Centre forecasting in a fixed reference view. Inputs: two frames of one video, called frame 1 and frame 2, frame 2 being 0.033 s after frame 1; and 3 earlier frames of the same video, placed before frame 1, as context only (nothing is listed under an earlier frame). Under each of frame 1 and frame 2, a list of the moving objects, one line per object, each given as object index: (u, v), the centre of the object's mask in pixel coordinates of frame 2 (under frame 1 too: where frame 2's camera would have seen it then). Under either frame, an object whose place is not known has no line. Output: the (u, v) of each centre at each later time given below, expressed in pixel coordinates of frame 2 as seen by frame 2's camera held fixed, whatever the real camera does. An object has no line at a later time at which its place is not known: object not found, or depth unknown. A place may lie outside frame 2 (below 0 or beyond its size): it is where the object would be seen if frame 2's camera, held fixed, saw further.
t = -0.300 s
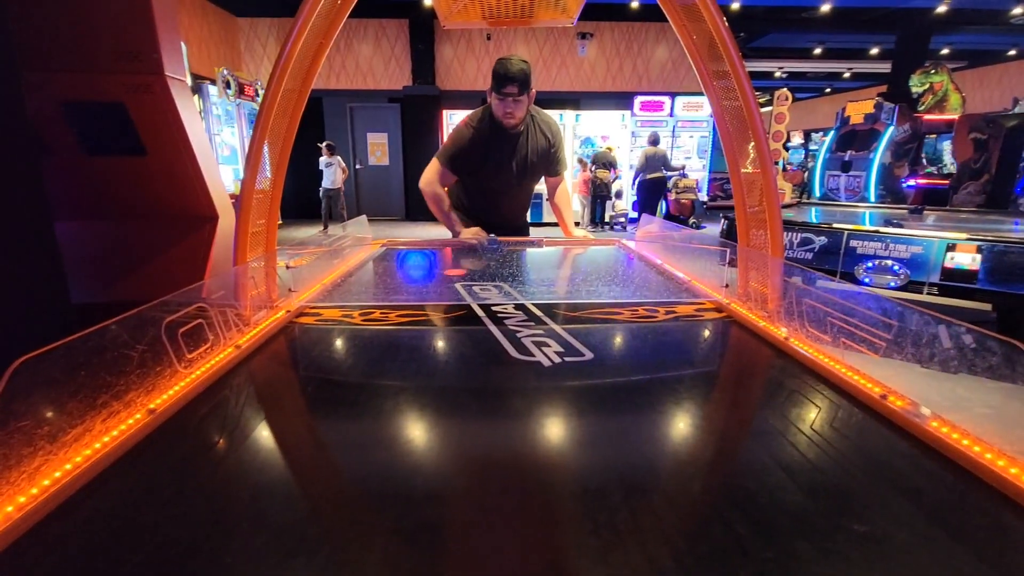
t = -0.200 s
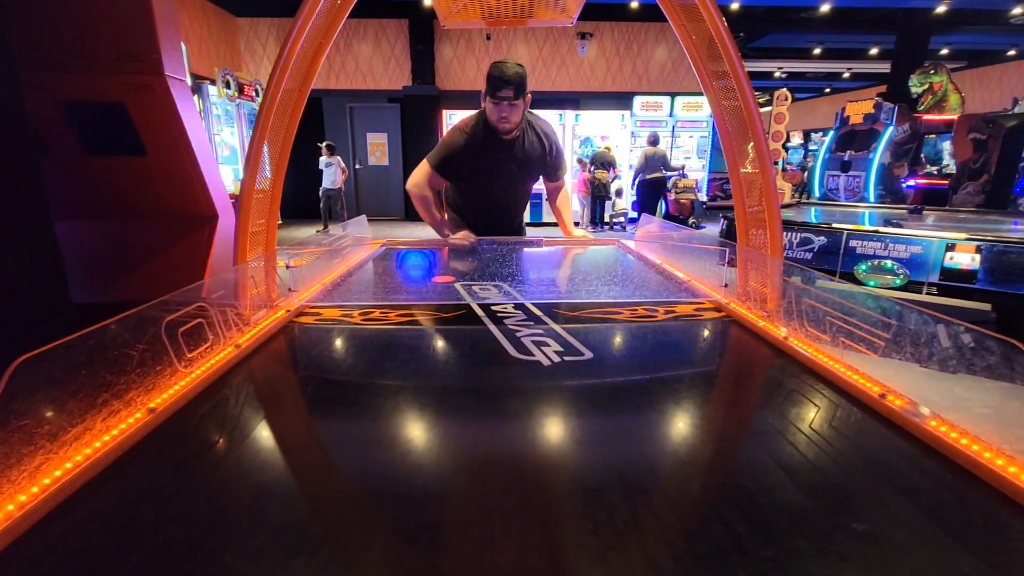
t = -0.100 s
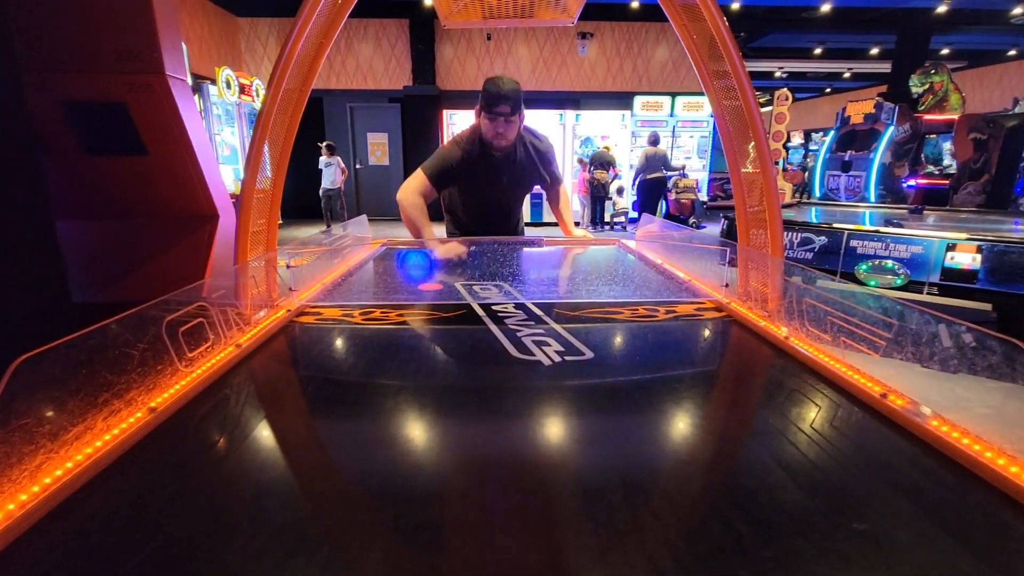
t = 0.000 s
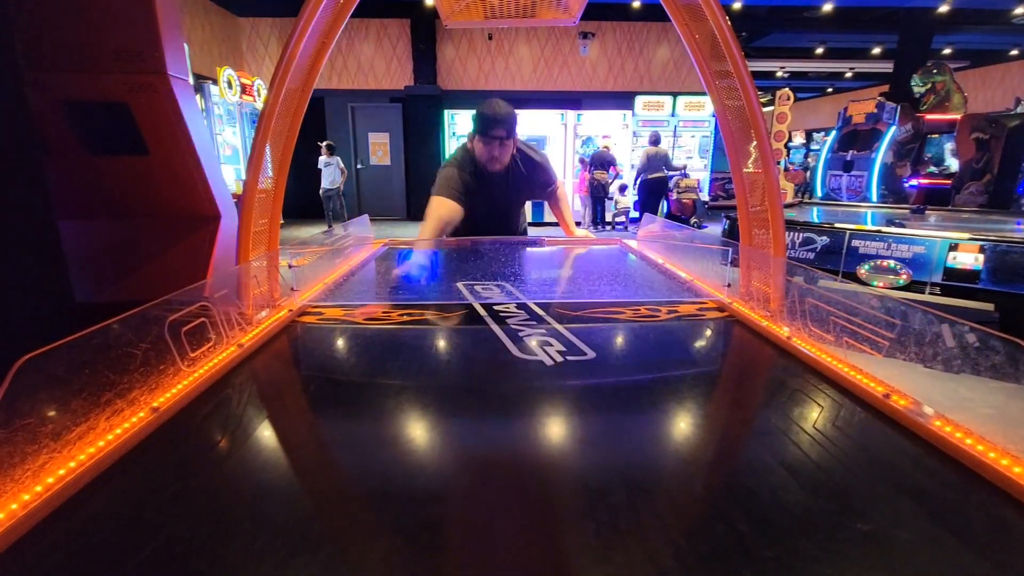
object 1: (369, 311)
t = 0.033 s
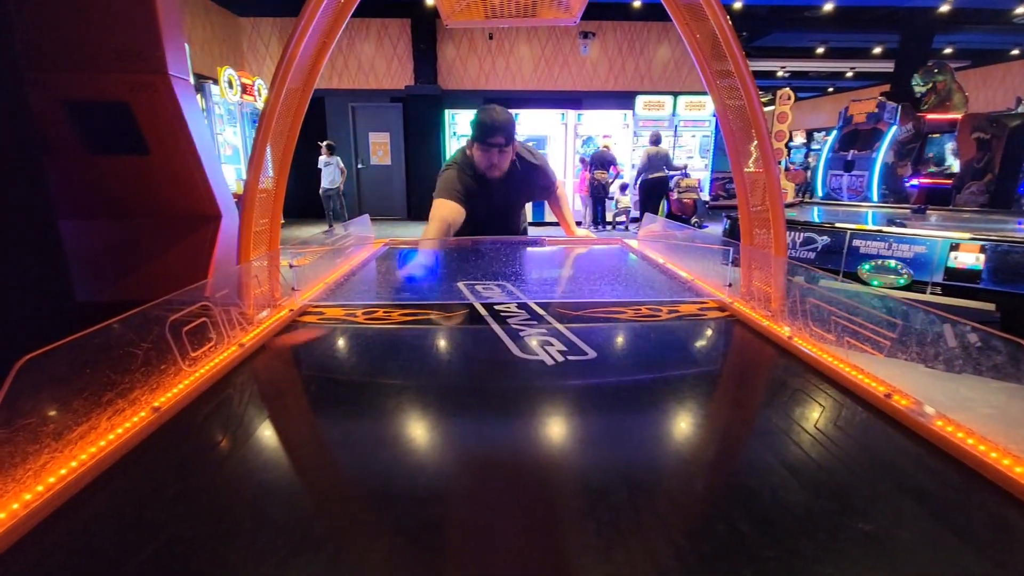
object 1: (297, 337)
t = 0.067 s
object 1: (286, 369)
